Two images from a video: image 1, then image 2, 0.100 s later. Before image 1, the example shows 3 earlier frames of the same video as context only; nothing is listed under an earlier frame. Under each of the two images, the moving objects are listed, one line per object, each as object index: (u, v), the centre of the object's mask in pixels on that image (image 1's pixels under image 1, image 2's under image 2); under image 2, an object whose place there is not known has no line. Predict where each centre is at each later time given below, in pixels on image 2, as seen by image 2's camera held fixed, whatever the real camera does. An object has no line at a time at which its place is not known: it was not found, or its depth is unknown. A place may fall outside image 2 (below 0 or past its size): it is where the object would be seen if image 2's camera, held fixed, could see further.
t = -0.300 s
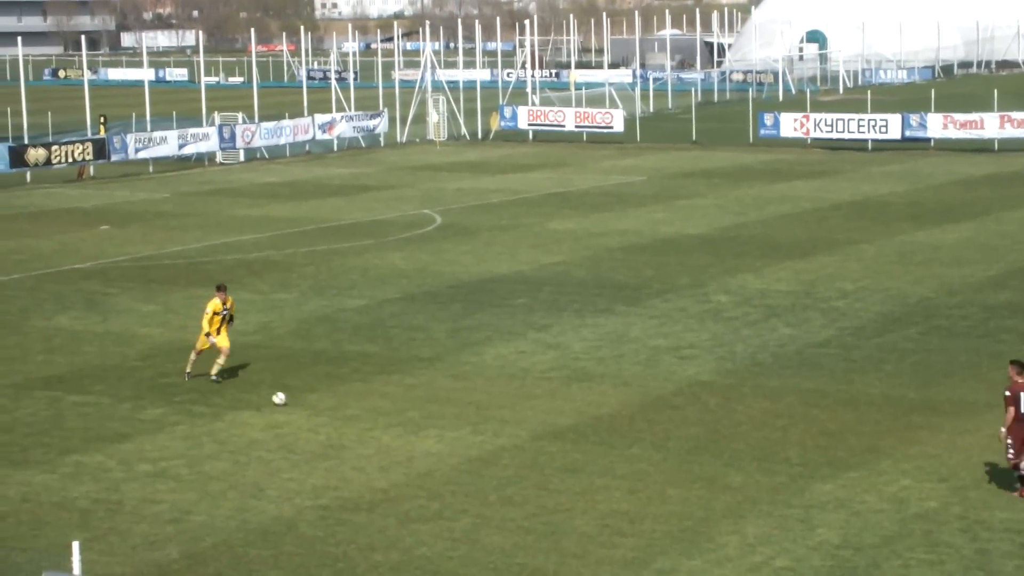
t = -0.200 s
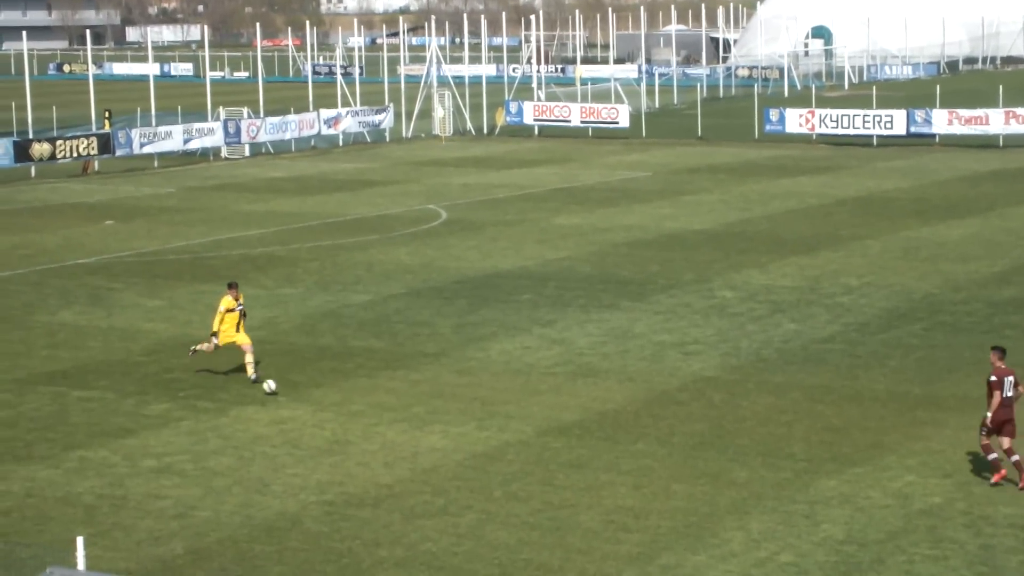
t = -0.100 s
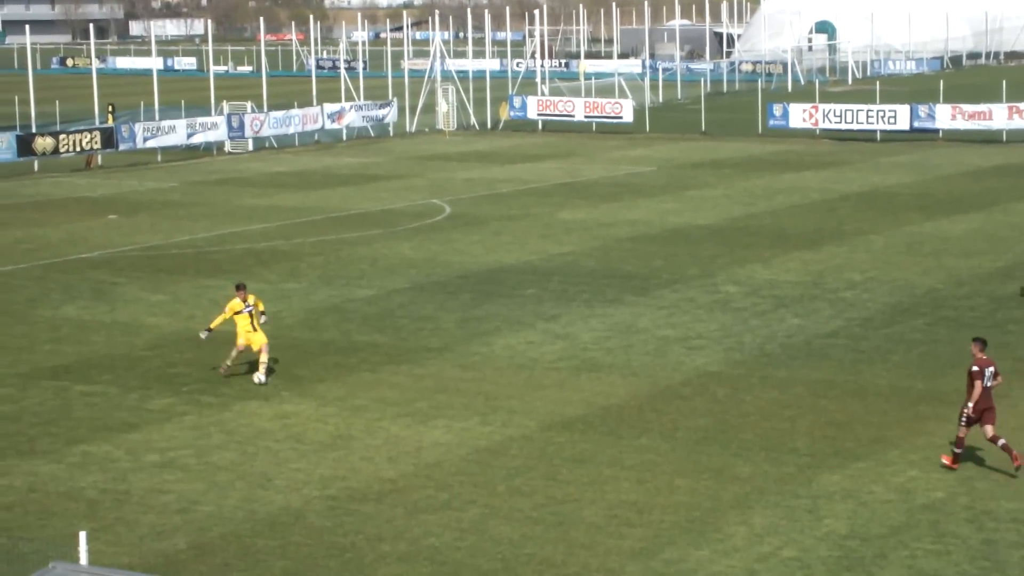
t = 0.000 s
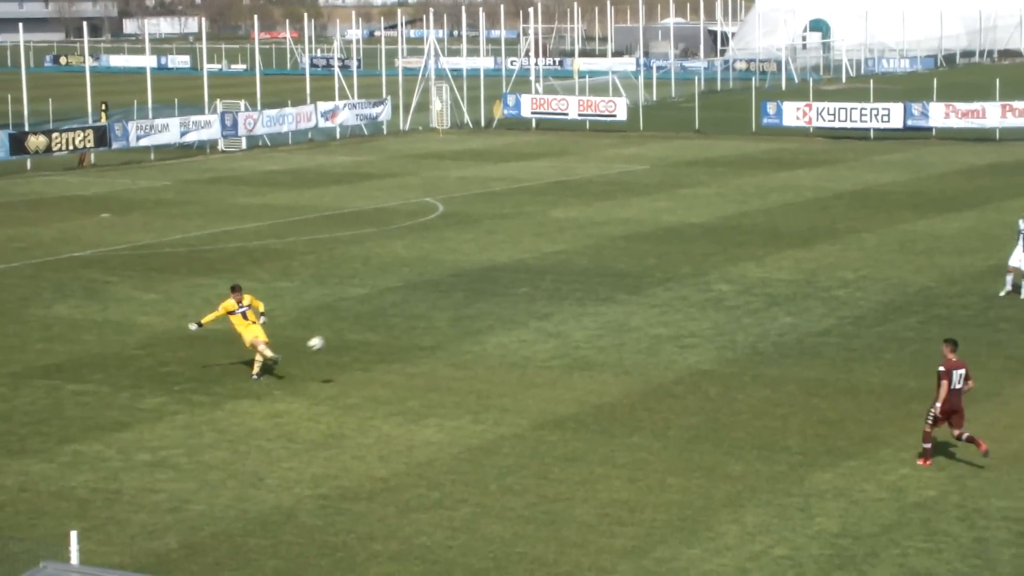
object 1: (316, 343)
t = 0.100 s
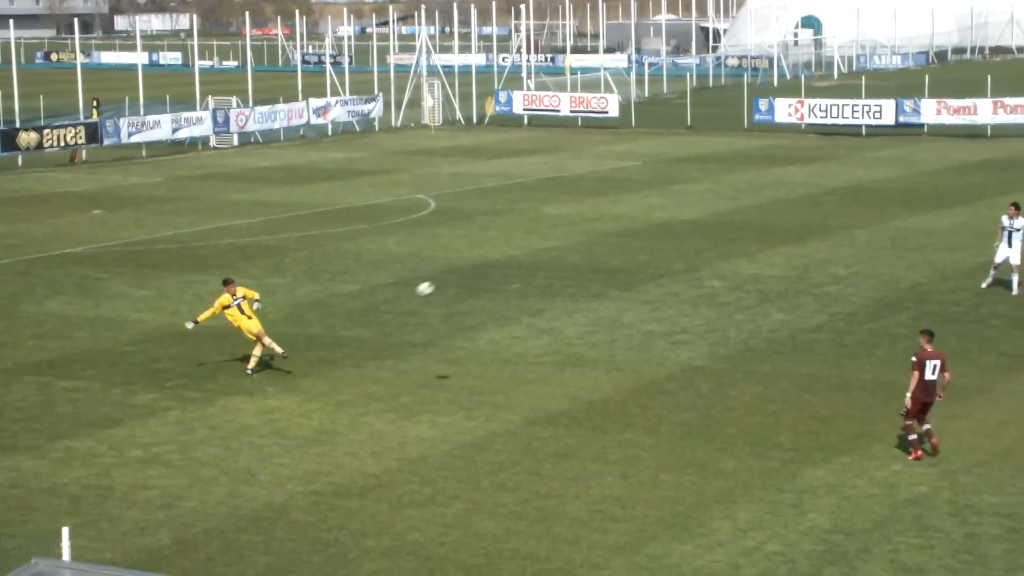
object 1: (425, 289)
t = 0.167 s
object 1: (505, 256)
